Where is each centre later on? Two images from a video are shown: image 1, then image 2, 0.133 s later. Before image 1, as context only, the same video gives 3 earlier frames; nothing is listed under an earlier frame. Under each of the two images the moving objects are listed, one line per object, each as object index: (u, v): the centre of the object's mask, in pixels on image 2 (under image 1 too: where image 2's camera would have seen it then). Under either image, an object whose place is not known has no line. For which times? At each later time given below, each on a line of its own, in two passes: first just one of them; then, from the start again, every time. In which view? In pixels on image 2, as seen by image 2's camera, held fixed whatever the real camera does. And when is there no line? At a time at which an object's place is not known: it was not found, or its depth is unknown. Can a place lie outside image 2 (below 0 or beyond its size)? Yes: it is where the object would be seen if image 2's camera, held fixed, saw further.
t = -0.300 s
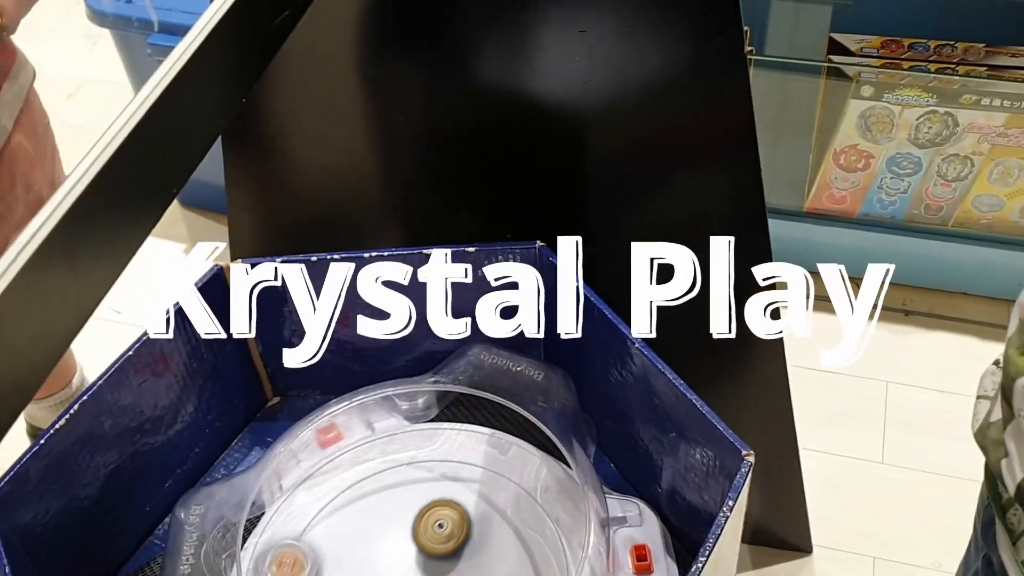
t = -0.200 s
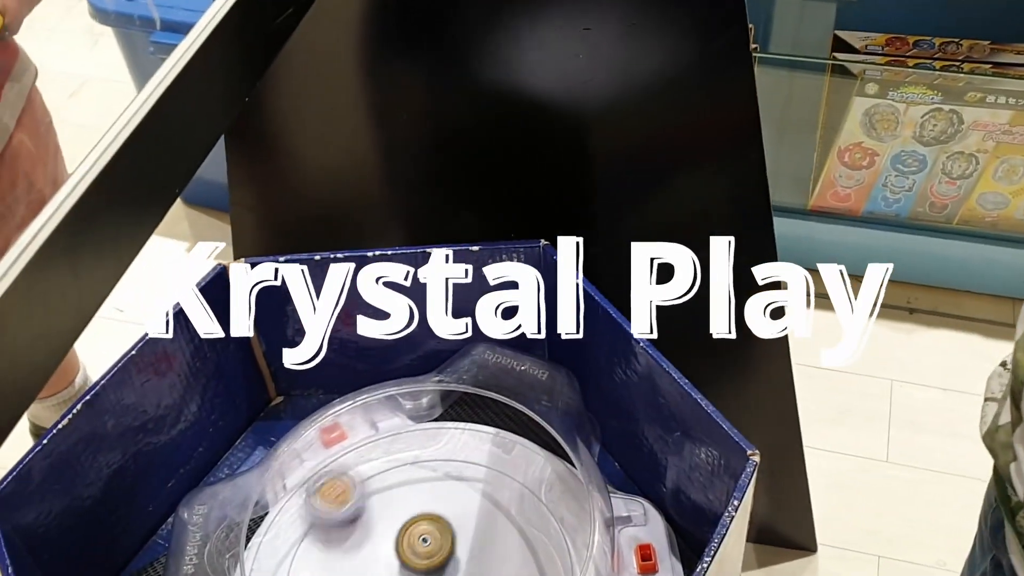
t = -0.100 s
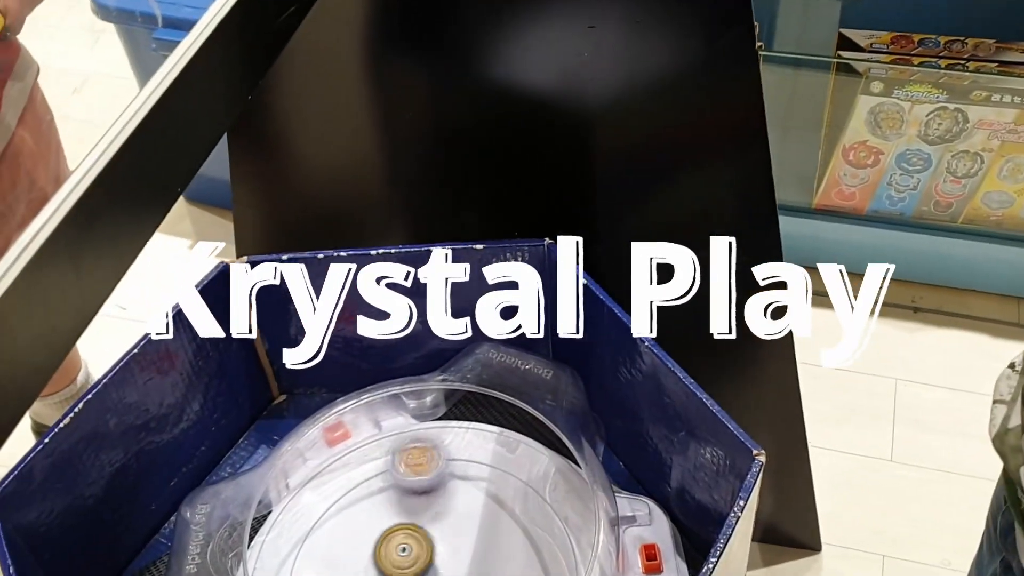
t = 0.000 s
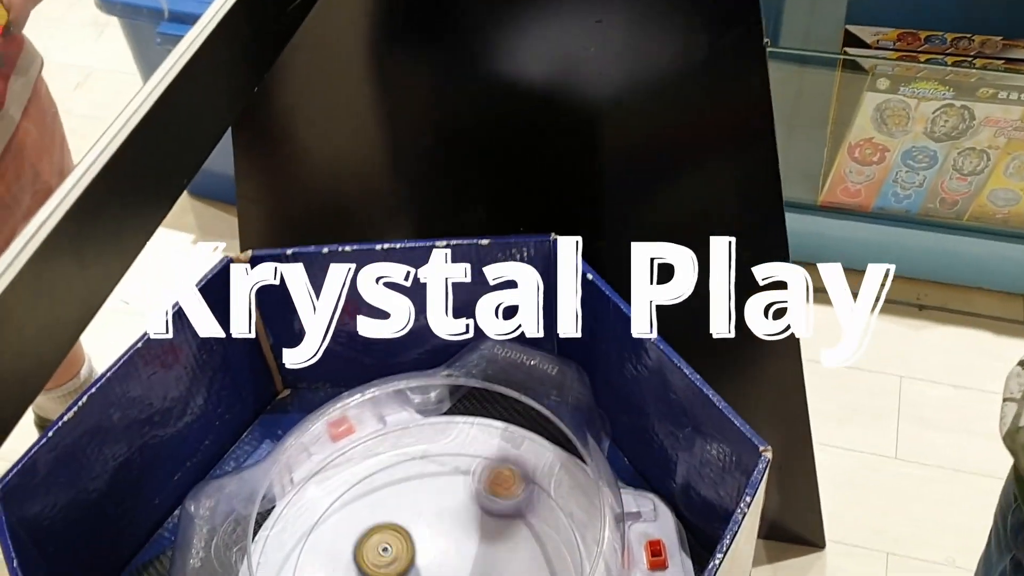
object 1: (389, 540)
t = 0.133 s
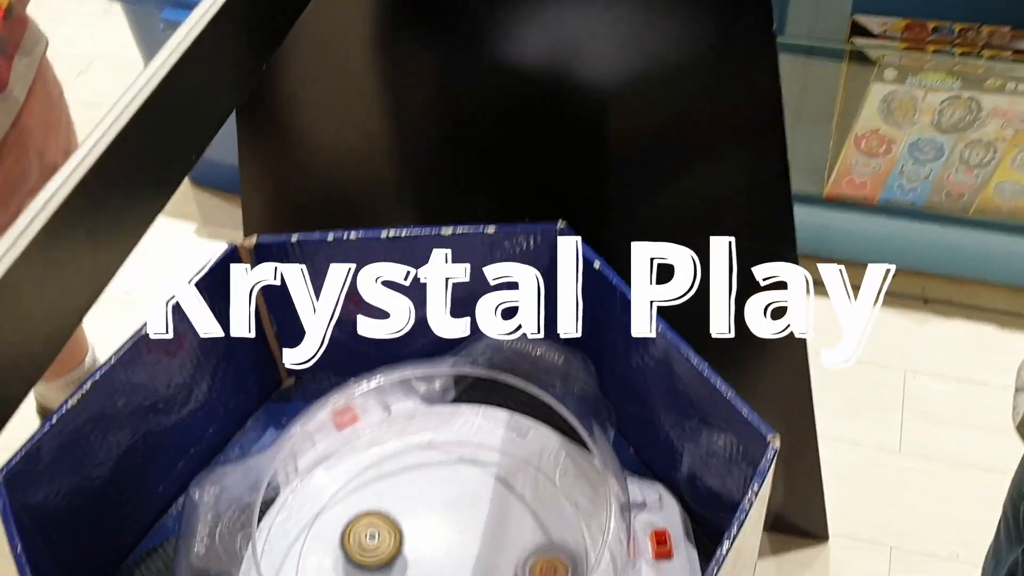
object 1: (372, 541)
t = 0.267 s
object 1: (372, 540)
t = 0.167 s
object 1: (371, 540)
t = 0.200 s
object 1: (370, 539)
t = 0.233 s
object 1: (371, 539)
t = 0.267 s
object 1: (372, 540)
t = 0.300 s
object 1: (375, 541)
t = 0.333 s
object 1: (378, 543)
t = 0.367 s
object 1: (381, 545)
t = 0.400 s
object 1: (386, 549)
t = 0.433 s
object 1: (391, 552)
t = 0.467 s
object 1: (395, 555)
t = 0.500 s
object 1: (400, 559)
